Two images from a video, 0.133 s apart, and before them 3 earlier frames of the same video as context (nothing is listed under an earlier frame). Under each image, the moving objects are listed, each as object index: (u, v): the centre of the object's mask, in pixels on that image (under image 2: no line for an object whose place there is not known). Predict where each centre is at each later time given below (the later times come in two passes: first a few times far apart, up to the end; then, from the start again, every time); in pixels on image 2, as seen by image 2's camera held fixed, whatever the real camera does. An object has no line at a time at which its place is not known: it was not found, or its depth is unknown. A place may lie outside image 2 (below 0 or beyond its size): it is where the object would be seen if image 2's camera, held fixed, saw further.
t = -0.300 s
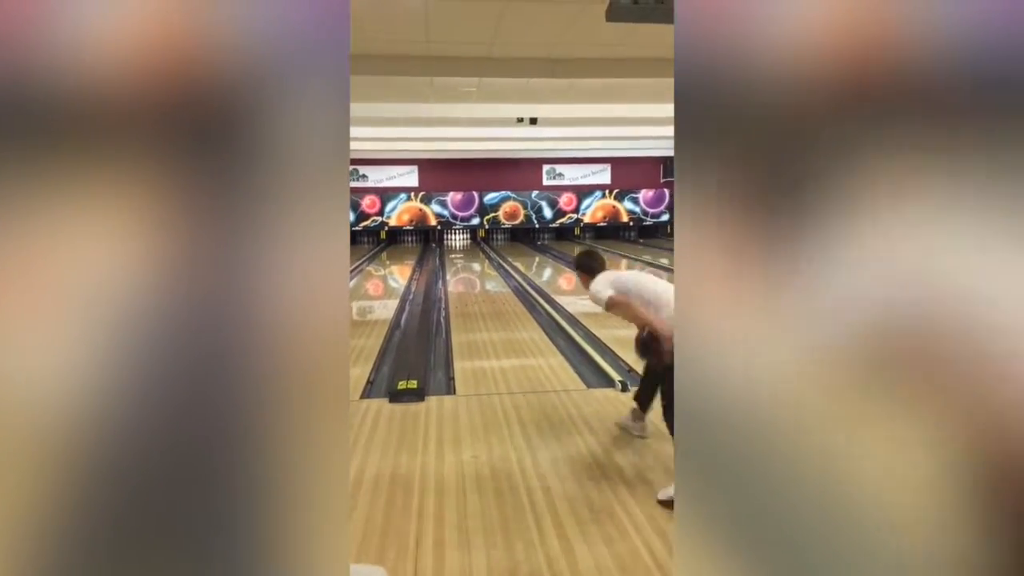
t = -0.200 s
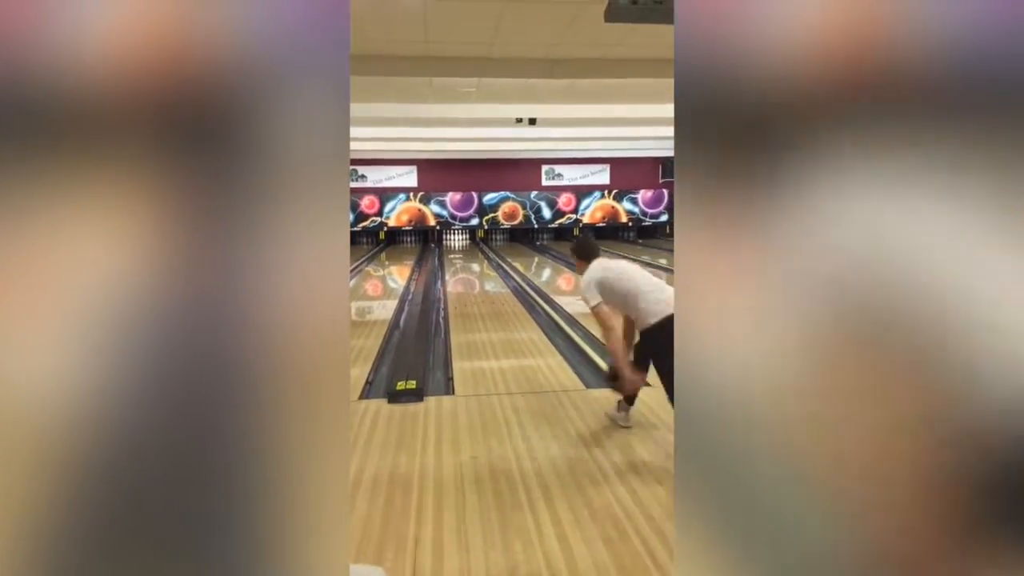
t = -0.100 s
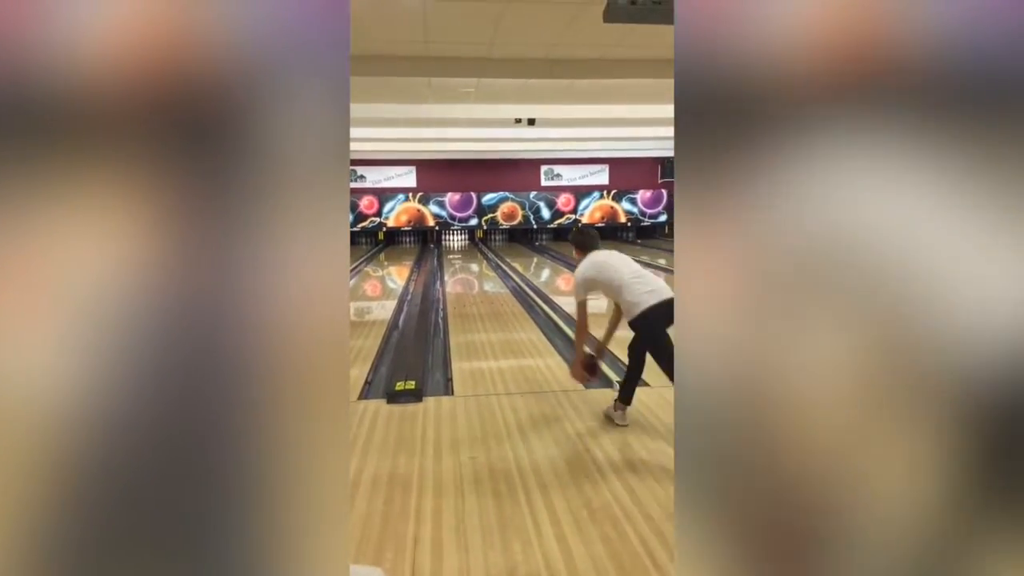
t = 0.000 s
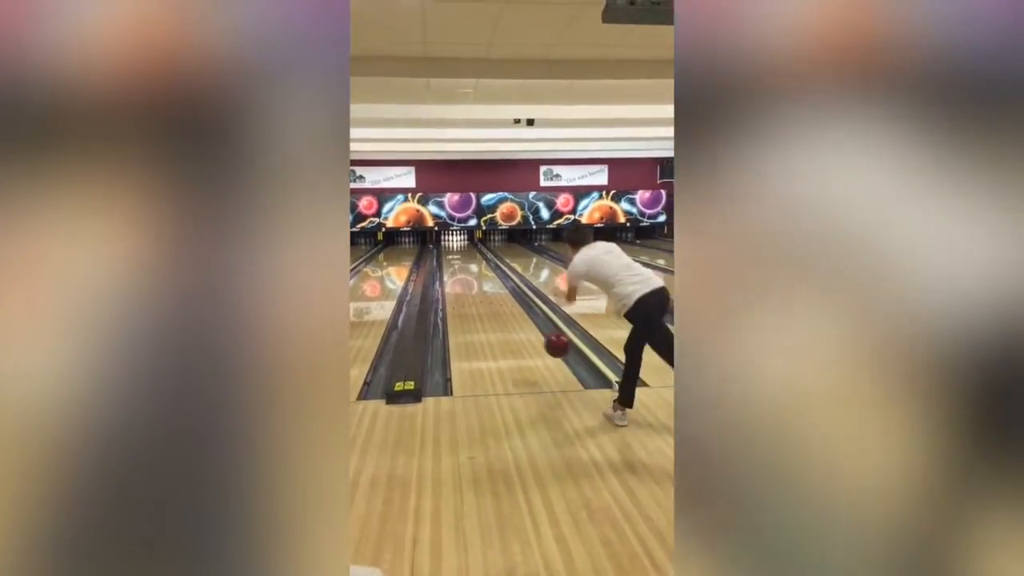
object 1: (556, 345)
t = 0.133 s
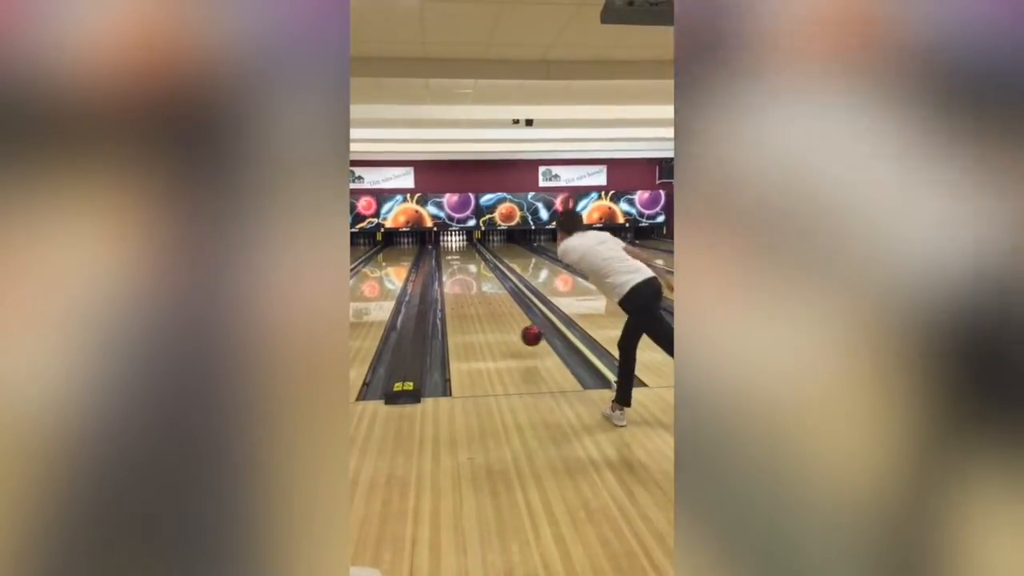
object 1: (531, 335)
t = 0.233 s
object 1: (518, 329)
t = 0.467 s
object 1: (495, 304)
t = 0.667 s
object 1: (482, 290)
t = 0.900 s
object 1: (470, 277)
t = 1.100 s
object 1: (463, 269)
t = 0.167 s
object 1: (527, 335)
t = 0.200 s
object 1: (522, 334)
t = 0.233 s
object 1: (518, 329)
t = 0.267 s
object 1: (514, 325)
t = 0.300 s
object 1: (510, 322)
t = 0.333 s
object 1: (506, 317)
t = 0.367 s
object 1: (503, 314)
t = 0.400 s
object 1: (500, 310)
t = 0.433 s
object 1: (497, 307)
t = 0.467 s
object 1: (495, 304)
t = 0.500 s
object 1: (492, 301)
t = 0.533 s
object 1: (490, 299)
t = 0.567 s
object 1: (487, 297)
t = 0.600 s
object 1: (485, 294)
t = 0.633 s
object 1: (483, 292)
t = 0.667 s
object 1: (482, 290)
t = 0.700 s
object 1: (480, 288)
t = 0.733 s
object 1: (478, 286)
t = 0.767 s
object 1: (476, 284)
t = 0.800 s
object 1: (475, 282)
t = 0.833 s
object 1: (473, 280)
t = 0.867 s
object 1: (472, 279)
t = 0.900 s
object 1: (470, 277)
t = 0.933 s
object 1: (469, 276)
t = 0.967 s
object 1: (468, 275)
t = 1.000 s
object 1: (467, 273)
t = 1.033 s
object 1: (466, 272)
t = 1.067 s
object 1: (465, 270)
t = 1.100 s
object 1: (463, 269)
